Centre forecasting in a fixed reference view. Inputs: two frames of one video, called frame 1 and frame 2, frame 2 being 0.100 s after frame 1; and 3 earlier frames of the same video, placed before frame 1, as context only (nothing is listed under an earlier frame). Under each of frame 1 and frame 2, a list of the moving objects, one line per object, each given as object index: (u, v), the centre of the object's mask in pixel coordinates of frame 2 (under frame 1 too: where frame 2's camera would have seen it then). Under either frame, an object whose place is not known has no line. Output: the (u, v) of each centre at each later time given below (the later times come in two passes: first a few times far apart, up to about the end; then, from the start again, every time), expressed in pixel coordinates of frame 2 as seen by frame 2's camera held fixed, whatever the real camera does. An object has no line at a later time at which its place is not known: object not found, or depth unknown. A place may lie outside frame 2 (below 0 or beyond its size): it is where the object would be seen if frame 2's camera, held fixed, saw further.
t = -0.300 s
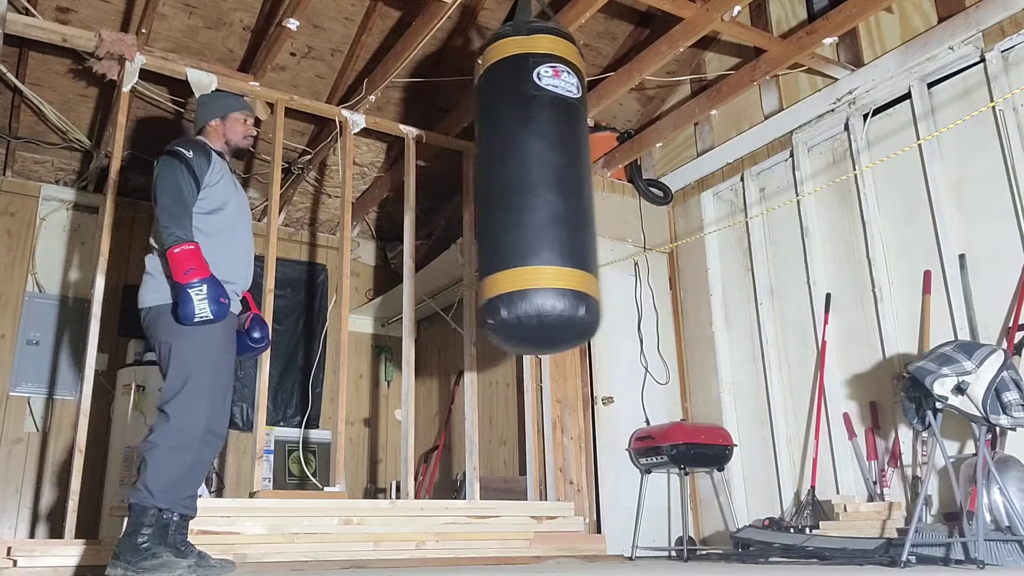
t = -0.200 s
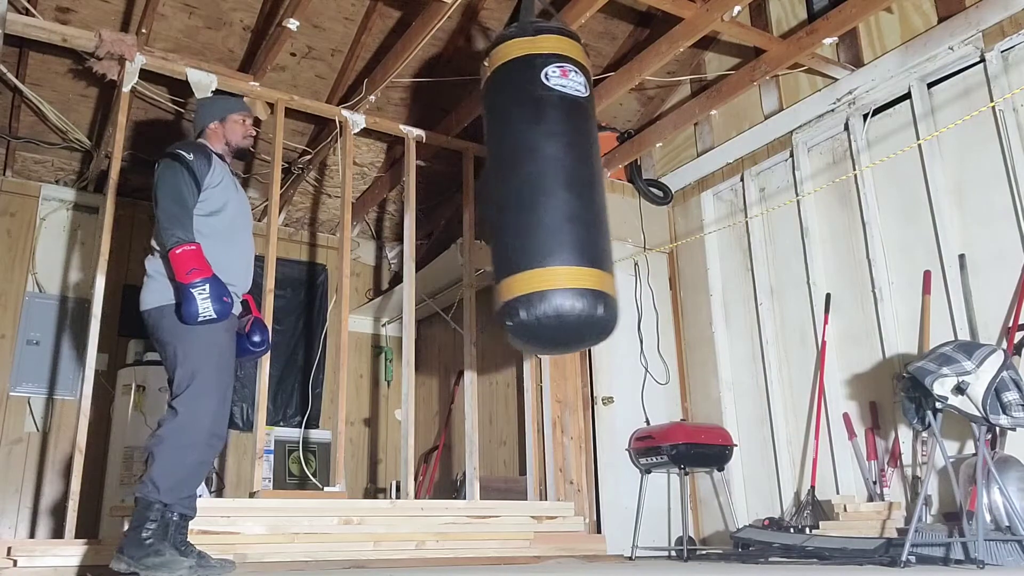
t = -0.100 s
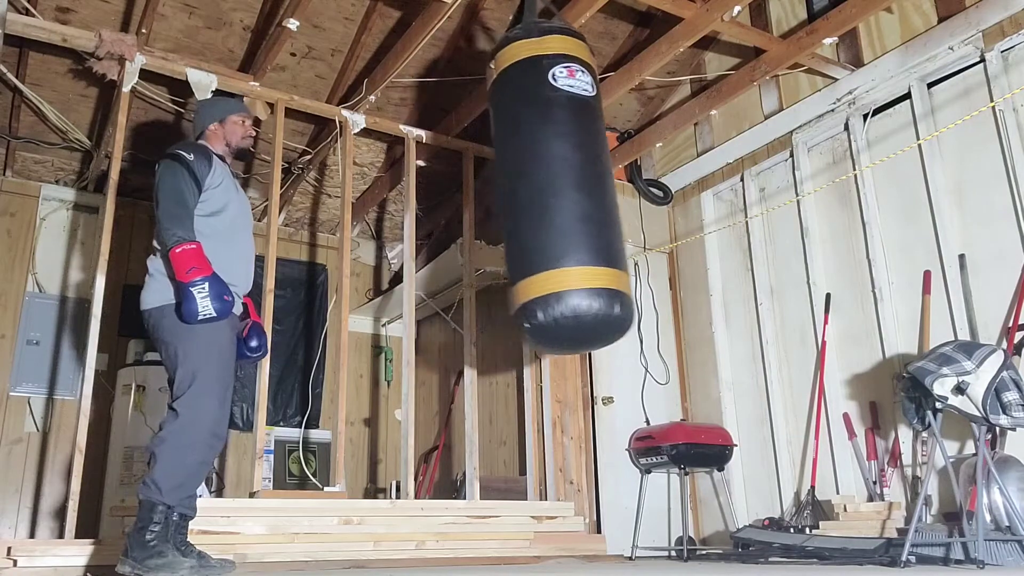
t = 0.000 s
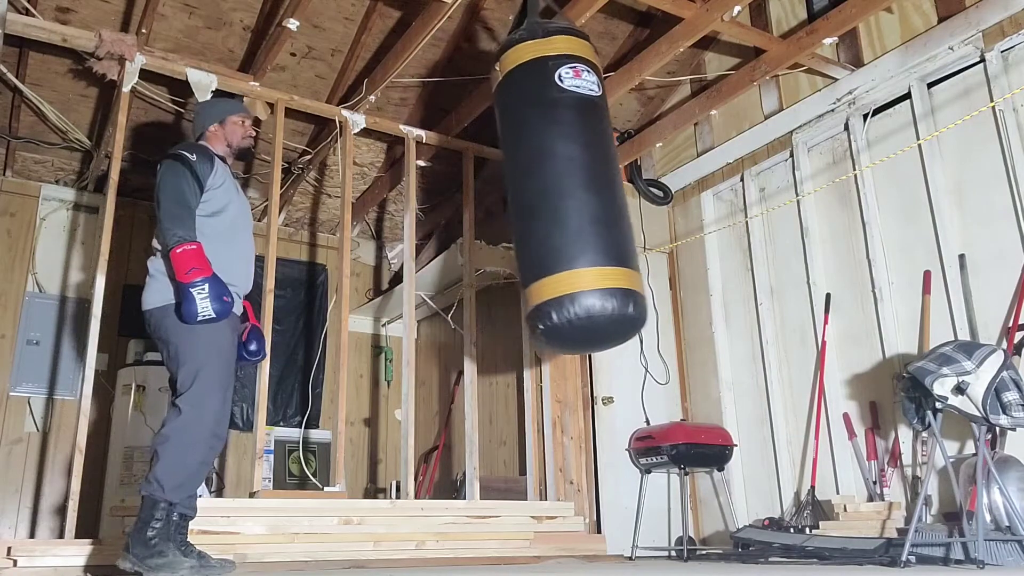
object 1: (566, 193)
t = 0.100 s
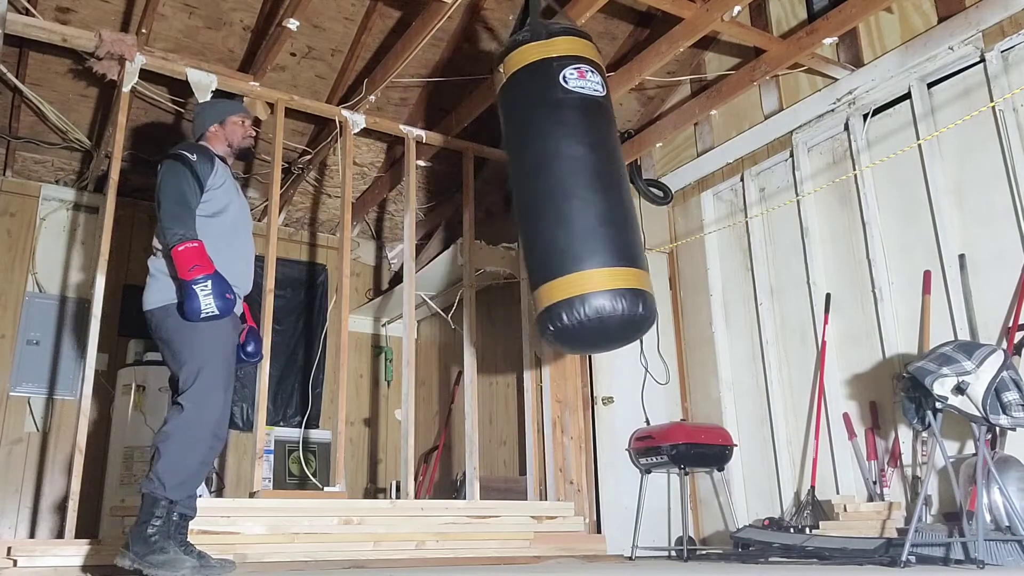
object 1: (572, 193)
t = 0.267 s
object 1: (576, 194)
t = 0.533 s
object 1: (565, 197)
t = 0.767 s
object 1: (542, 199)
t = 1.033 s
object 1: (513, 198)
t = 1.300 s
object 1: (495, 194)
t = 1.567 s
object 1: (498, 192)
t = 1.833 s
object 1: (522, 192)
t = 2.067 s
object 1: (549, 192)
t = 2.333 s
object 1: (571, 193)
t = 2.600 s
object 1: (574, 195)
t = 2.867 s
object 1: (557, 199)
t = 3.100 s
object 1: (532, 200)
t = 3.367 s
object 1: (506, 197)
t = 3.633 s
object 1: (495, 193)
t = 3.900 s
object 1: (505, 191)
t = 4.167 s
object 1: (532, 192)
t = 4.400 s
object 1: (557, 192)
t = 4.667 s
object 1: (573, 195)
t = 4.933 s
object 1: (569, 197)
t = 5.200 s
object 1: (548, 200)
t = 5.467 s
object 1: (520, 198)
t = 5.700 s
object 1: (501, 195)
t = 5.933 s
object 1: (496, 192)
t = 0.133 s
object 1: (573, 193)
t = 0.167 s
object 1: (575, 194)
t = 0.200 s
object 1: (575, 194)
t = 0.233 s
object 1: (576, 194)
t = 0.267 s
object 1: (576, 194)
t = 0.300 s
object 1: (576, 194)
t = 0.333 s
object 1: (575, 194)
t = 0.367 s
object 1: (574, 195)
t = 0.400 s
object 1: (573, 196)
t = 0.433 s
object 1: (572, 196)
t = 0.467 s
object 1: (569, 196)
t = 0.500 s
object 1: (567, 196)
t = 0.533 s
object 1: (565, 197)
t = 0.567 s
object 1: (562, 198)
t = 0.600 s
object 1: (559, 198)
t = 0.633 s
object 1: (556, 198)
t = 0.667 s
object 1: (553, 198)
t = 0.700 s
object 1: (550, 199)
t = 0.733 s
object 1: (546, 199)
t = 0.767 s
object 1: (542, 199)
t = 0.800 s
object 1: (538, 199)
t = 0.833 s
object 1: (534, 199)
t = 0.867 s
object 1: (531, 199)
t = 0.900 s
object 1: (527, 200)
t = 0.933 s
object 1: (523, 199)
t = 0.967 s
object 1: (520, 198)
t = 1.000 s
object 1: (516, 198)
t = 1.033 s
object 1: (513, 198)
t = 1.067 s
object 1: (510, 198)
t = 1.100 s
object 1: (507, 197)
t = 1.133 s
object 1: (505, 197)
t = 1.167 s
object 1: (502, 196)
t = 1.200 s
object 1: (500, 196)
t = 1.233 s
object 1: (498, 195)
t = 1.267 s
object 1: (497, 195)
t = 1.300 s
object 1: (495, 194)
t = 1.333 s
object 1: (495, 194)
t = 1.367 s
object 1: (494, 193)
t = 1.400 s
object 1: (494, 193)
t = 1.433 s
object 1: (494, 194)
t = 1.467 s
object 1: (494, 193)
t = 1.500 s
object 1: (495, 193)
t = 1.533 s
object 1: (496, 192)
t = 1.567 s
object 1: (498, 192)
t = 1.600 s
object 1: (500, 192)
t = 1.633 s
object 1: (502, 192)
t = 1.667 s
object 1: (505, 192)
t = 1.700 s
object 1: (508, 192)
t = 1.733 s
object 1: (511, 192)
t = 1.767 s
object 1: (515, 192)
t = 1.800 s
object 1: (518, 192)
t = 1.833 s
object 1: (522, 192)
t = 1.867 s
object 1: (525, 192)
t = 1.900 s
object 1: (529, 192)
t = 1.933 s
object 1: (533, 192)
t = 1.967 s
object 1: (537, 192)
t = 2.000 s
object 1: (541, 192)
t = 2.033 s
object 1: (545, 193)
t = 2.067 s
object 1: (549, 192)
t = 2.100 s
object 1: (552, 192)
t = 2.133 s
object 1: (555, 192)
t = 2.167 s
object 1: (558, 193)
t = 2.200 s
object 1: (561, 193)
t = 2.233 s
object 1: (564, 193)
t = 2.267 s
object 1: (567, 193)
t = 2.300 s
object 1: (569, 192)
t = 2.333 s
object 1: (571, 193)
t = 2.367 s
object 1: (572, 194)
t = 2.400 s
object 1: (574, 194)
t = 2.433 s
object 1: (574, 194)
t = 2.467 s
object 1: (575, 195)
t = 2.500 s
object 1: (575, 195)
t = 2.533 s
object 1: (575, 195)
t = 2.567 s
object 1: (574, 195)
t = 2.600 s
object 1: (574, 195)
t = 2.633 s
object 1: (573, 196)
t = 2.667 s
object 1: (571, 196)
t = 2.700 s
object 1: (570, 197)
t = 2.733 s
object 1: (567, 197)
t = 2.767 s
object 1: (565, 198)
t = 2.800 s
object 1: (563, 198)
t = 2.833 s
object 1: (560, 199)
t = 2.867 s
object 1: (557, 199)
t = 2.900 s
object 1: (554, 198)
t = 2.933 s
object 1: (550, 199)
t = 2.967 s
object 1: (547, 200)
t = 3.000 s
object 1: (543, 200)
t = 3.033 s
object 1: (540, 200)
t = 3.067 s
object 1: (536, 200)
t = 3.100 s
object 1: (532, 200)
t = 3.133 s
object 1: (529, 200)
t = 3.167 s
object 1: (525, 199)
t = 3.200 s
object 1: (522, 199)
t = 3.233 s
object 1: (519, 199)
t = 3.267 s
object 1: (515, 198)
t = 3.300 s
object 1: (511, 198)
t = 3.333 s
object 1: (509, 197)
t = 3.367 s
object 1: (506, 197)
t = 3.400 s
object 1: (504, 196)
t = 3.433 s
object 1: (501, 196)
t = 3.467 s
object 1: (499, 195)
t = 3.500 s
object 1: (498, 195)
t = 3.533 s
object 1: (497, 195)
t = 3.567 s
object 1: (496, 194)
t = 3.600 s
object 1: (495, 193)
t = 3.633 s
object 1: (495, 193)
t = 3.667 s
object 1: (495, 193)
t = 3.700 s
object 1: (495, 193)
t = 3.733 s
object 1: (495, 193)
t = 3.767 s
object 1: (496, 192)
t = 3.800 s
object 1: (498, 192)
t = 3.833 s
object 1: (500, 192)
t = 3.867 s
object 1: (502, 191)
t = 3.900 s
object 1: (505, 191)
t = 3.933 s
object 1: (507, 191)
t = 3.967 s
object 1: (511, 191)
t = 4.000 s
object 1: (514, 191)
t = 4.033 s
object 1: (518, 191)
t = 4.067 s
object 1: (521, 192)
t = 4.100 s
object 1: (524, 192)
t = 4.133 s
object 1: (529, 192)
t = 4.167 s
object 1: (532, 192)
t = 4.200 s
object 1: (536, 192)
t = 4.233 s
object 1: (540, 192)
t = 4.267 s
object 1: (543, 192)
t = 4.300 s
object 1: (547, 193)
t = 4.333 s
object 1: (550, 193)
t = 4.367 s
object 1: (553, 193)
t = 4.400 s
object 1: (557, 192)
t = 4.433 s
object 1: (560, 193)
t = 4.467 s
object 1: (562, 193)
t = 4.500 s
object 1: (565, 194)
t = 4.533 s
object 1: (567, 194)
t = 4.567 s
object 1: (569, 193)
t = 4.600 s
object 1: (571, 194)
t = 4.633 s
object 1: (572, 194)
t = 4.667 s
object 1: (573, 195)
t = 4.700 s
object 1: (573, 195)
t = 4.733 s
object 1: (574, 195)
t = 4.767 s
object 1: (574, 196)
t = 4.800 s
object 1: (573, 196)
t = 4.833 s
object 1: (573, 196)
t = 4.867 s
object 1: (572, 196)
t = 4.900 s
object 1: (571, 197)
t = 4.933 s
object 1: (569, 197)
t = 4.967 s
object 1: (567, 198)
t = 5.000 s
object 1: (565, 199)
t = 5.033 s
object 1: (563, 199)
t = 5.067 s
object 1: (560, 199)
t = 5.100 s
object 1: (557, 199)
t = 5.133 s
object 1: (554, 199)
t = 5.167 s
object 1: (551, 199)
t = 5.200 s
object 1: (548, 200)
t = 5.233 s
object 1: (544, 200)
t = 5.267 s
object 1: (540, 199)
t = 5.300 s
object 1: (537, 199)
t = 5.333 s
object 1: (533, 199)
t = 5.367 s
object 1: (530, 199)
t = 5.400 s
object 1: (526, 200)
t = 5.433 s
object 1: (523, 200)
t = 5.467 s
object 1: (520, 198)
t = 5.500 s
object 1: (517, 197)
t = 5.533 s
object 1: (514, 197)
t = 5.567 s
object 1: (510, 197)
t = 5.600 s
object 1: (508, 197)
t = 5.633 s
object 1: (505, 196)
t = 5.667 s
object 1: (503, 196)
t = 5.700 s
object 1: (501, 195)
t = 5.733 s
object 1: (499, 195)
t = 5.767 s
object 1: (498, 194)
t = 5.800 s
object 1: (497, 194)
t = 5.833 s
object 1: (497, 195)
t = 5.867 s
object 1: (496, 193)
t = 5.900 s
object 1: (496, 193)
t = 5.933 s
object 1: (496, 192)
